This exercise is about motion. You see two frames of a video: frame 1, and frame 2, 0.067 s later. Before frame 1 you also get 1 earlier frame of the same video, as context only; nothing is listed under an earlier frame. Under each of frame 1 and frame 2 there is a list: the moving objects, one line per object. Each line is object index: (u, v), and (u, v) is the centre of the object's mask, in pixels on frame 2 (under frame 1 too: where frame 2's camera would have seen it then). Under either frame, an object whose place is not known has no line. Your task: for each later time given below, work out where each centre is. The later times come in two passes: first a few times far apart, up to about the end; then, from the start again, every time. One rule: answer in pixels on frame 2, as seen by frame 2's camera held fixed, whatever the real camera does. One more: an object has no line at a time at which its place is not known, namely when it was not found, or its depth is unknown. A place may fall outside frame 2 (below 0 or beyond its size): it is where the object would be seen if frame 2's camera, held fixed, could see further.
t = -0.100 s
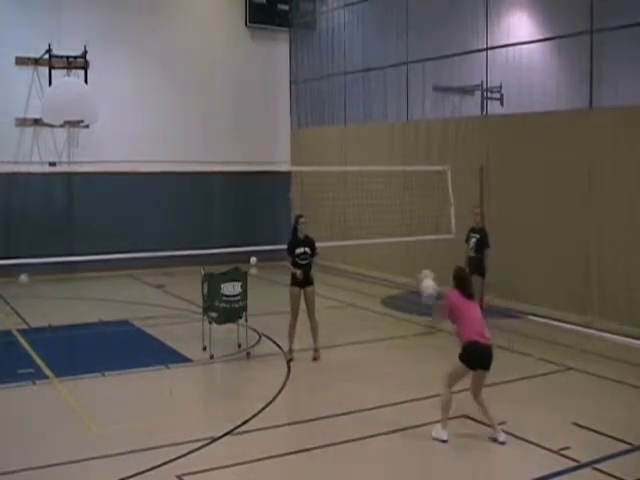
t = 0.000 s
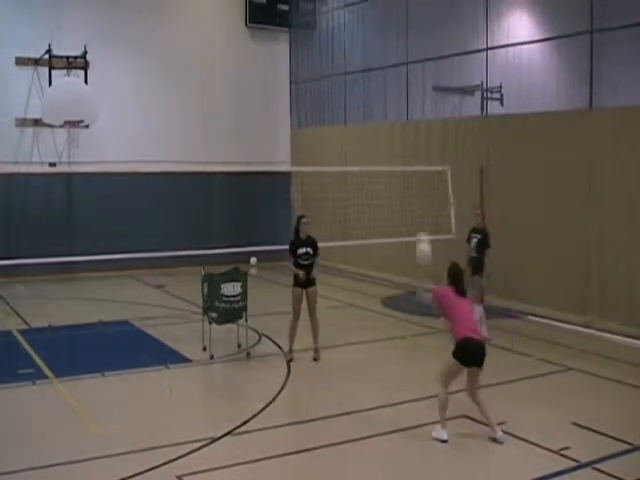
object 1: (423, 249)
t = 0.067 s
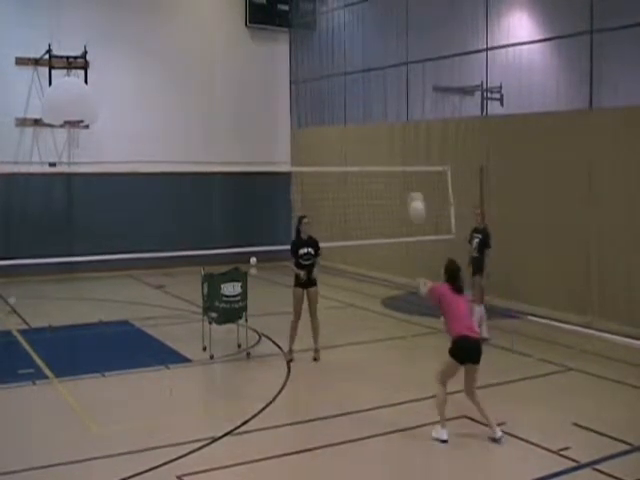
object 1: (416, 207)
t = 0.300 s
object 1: (395, 106)
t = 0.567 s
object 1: (373, 73)
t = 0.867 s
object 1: (351, 116)
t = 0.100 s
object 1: (413, 187)
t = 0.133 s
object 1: (408, 168)
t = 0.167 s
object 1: (407, 153)
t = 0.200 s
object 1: (404, 140)
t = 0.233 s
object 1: (401, 127)
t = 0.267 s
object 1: (398, 115)
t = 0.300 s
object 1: (395, 106)
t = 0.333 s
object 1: (392, 98)
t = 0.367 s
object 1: (389, 89)
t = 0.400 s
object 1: (387, 84)
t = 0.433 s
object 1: (384, 79)
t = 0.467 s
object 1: (381, 76)
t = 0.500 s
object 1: (379, 74)
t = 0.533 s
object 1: (375, 73)
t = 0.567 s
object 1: (373, 73)
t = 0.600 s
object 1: (370, 74)
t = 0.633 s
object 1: (368, 75)
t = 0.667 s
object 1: (366, 78)
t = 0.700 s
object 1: (362, 82)
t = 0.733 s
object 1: (361, 87)
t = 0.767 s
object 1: (358, 93)
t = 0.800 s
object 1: (357, 101)
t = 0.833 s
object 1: (354, 107)
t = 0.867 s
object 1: (351, 116)
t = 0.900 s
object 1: (350, 125)
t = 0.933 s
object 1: (346, 136)
